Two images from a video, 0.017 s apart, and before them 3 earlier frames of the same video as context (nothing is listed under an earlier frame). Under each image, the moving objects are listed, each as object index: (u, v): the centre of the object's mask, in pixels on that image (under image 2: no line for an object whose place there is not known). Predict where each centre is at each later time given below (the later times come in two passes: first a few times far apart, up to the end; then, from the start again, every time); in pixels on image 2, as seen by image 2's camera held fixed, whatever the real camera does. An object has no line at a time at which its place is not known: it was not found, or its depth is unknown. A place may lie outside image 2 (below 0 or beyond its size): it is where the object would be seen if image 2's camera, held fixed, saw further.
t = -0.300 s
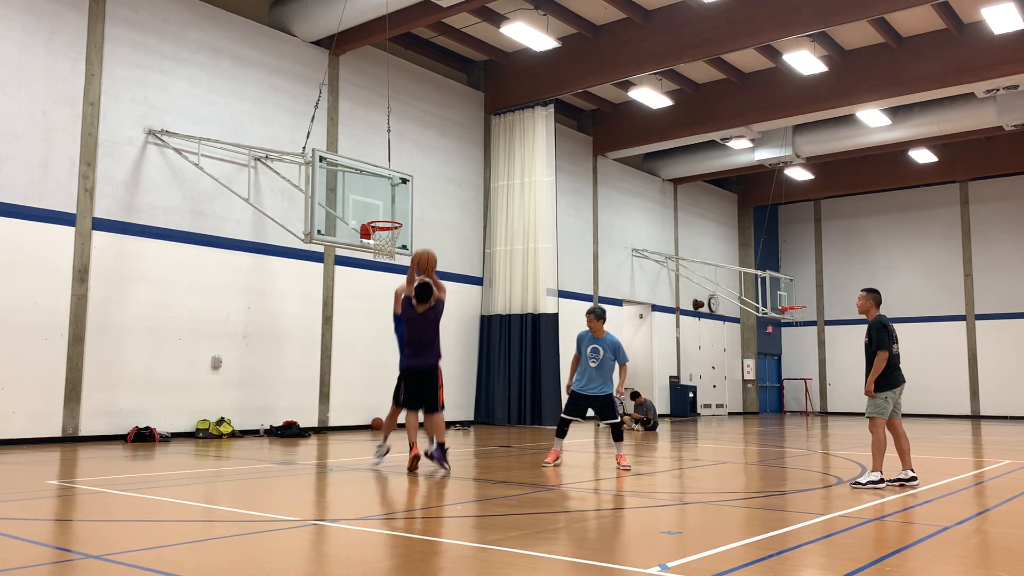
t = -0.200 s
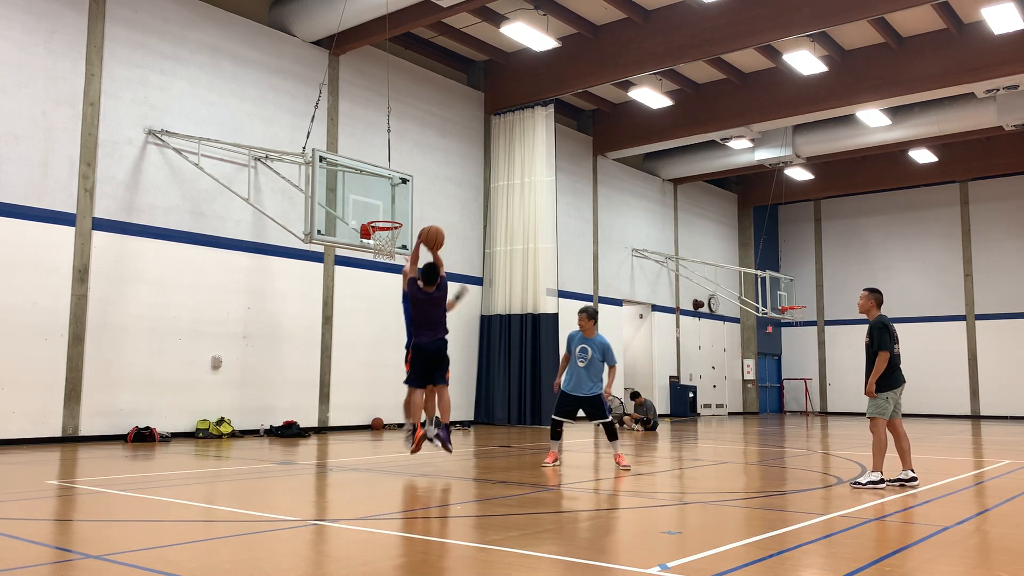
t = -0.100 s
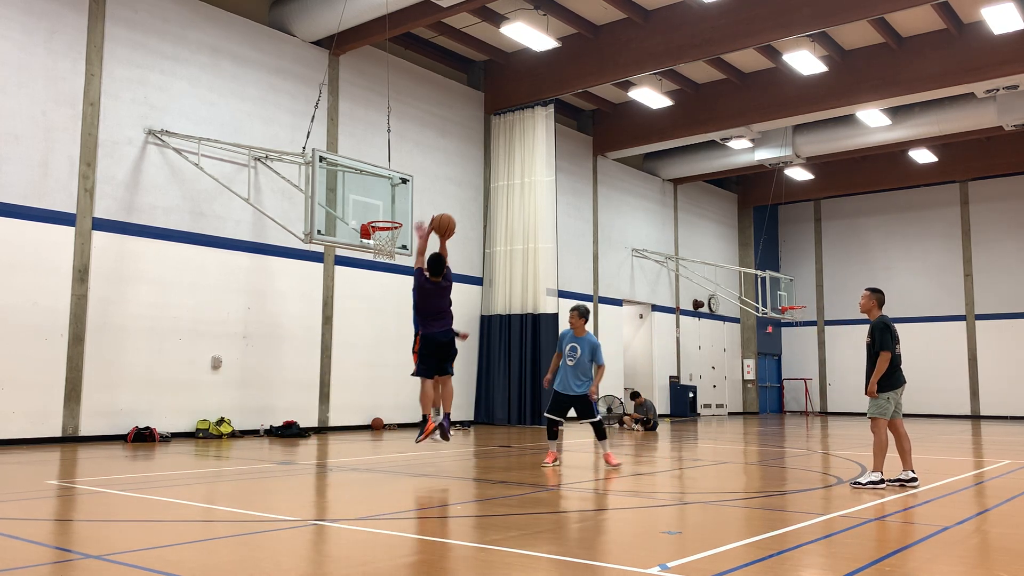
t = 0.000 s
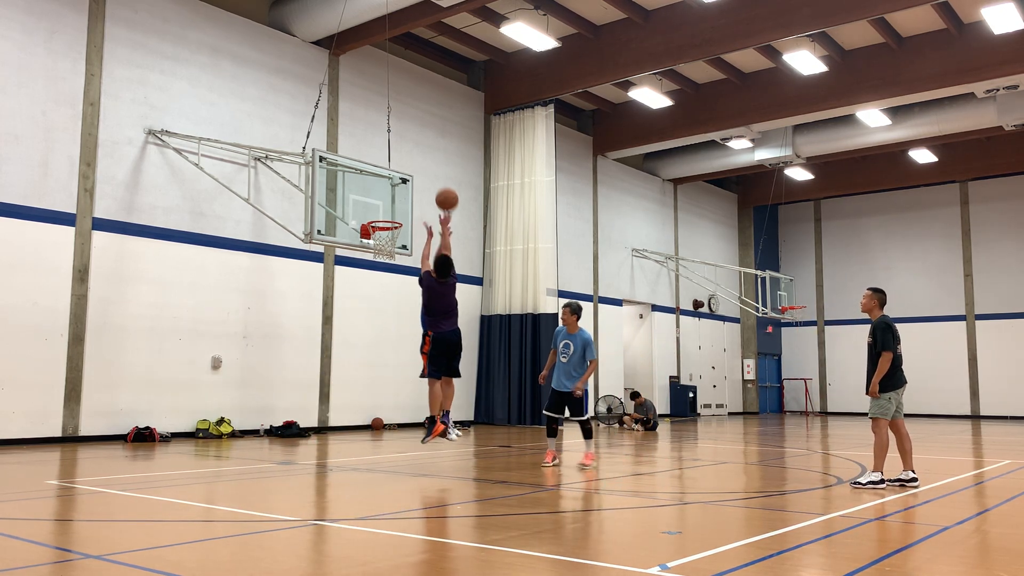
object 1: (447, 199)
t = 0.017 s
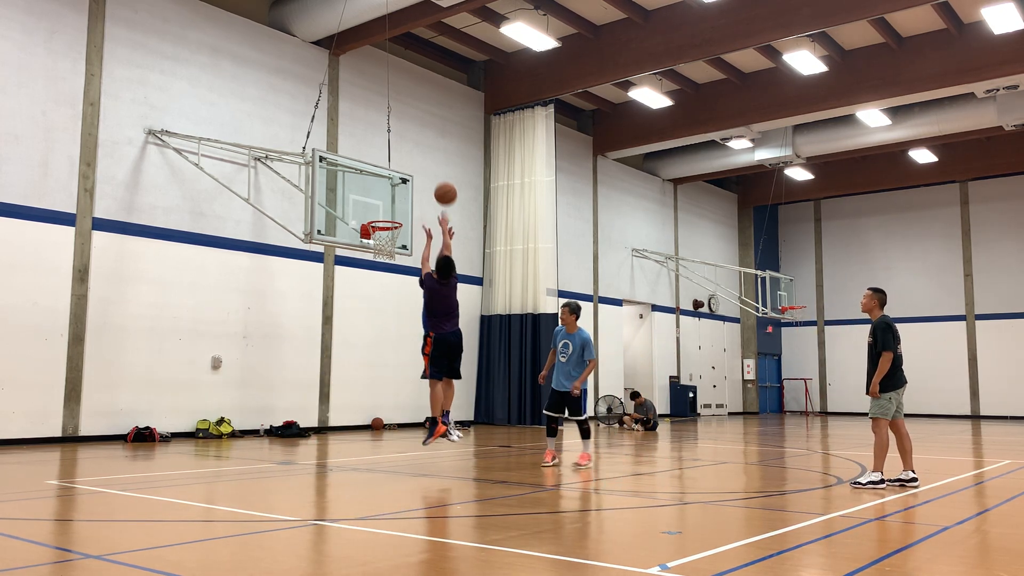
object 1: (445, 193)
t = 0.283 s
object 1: (426, 145)
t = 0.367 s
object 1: (420, 143)
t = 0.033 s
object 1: (444, 188)
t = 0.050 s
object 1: (443, 183)
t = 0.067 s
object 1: (441, 179)
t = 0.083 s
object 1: (440, 175)
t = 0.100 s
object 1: (439, 171)
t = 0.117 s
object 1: (438, 167)
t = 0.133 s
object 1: (436, 163)
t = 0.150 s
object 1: (435, 160)
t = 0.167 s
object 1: (434, 157)
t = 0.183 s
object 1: (433, 155)
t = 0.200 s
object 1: (431, 152)
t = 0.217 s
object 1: (430, 151)
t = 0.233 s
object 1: (429, 149)
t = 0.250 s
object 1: (428, 147)
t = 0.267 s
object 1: (427, 146)
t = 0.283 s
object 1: (426, 145)
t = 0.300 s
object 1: (424, 144)
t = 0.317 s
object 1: (423, 143)
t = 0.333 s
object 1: (422, 143)
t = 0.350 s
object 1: (421, 143)
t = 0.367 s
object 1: (420, 143)
